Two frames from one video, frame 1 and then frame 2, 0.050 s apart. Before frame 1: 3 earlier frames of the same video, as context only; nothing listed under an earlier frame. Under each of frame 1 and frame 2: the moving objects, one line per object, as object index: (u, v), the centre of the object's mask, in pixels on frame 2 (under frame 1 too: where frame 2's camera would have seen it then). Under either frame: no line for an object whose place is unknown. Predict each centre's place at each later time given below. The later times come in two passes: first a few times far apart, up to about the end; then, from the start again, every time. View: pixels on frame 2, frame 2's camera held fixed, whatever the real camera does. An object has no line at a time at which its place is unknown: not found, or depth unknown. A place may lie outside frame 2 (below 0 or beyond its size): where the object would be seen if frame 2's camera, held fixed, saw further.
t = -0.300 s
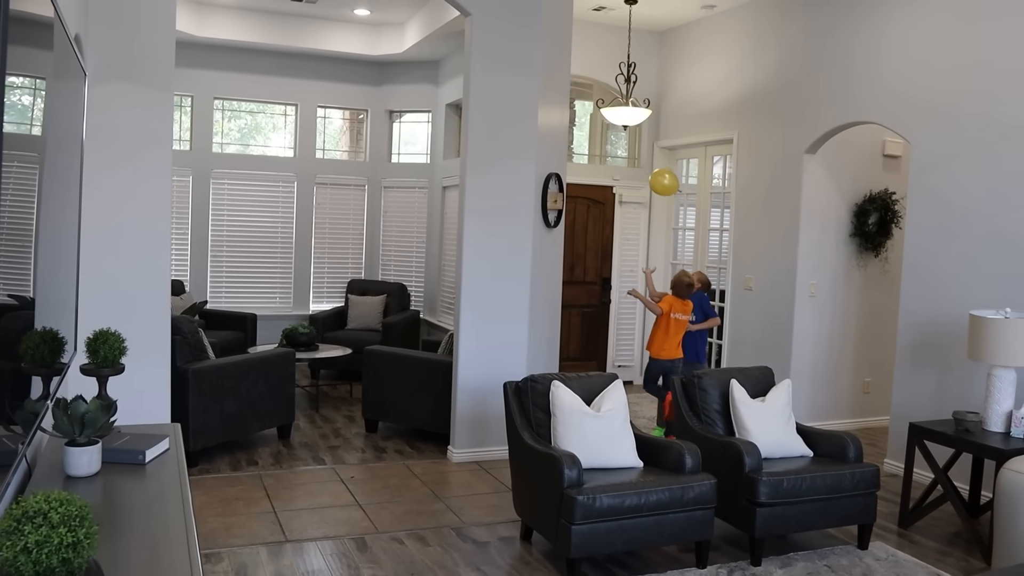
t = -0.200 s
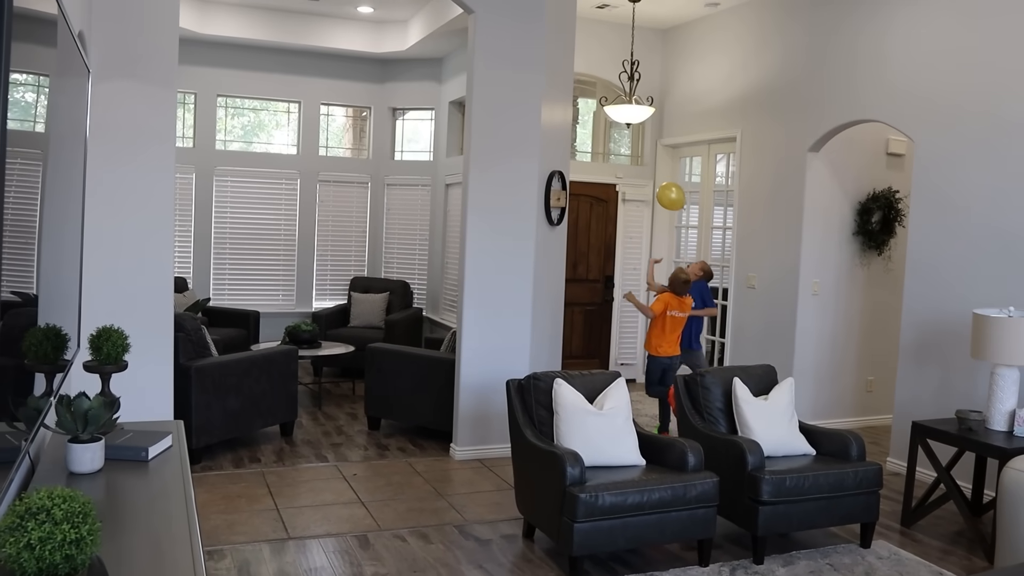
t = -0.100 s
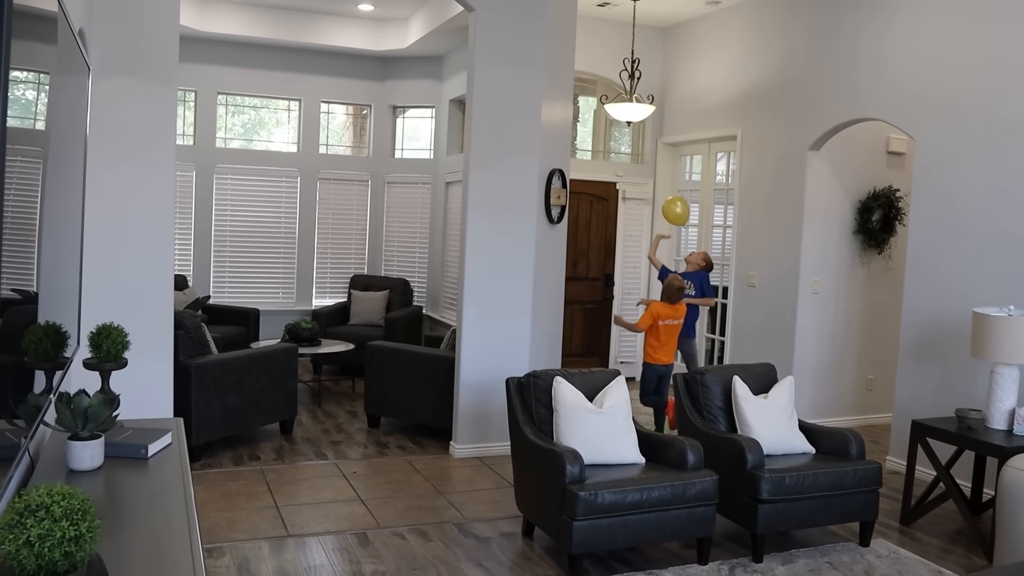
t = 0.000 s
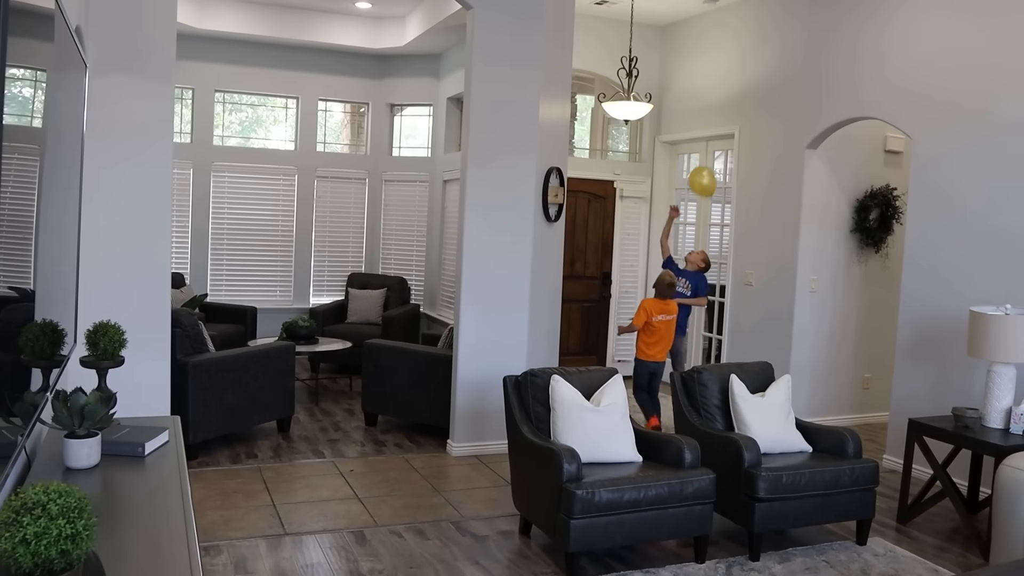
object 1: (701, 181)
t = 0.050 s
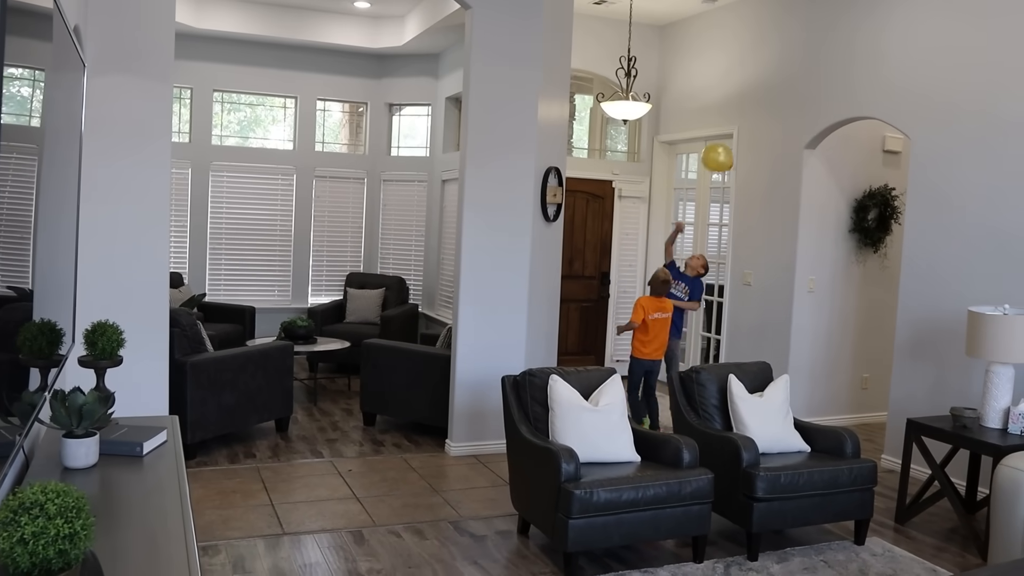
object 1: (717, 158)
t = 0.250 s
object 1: (735, 103)
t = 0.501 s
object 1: (742, 90)
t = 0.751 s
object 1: (776, 99)
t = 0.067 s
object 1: (721, 151)
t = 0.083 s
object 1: (724, 145)
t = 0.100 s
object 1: (727, 139)
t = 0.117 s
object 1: (729, 134)
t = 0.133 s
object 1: (731, 128)
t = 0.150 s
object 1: (732, 124)
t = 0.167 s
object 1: (733, 120)
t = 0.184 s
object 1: (734, 116)
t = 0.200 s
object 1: (734, 112)
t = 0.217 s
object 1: (735, 109)
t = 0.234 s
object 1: (735, 106)
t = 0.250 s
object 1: (735, 103)
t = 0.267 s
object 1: (736, 101)
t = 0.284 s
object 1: (736, 98)
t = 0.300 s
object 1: (736, 96)
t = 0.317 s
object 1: (736, 95)
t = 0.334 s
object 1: (737, 93)
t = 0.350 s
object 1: (737, 92)
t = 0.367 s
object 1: (737, 91)
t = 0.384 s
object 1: (737, 90)
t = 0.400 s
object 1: (737, 90)
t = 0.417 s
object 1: (738, 89)
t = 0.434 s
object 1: (738, 89)
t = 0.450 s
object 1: (739, 89)
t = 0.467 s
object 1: (740, 89)
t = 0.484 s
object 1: (741, 90)
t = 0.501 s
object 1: (742, 90)
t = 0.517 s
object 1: (744, 91)
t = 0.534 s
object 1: (745, 91)
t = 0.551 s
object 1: (747, 92)
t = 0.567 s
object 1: (749, 93)
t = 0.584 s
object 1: (751, 93)
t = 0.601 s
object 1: (753, 94)
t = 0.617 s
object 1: (755, 95)
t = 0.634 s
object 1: (757, 95)
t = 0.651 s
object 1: (760, 96)
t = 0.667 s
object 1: (762, 96)
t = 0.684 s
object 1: (765, 97)
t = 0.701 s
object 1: (768, 98)
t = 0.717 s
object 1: (771, 98)
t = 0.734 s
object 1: (773, 99)
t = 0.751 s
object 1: (776, 99)
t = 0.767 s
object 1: (779, 100)
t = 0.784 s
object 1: (782, 100)
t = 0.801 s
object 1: (785, 101)
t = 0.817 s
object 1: (788, 101)
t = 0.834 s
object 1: (791, 102)
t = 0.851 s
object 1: (794, 102)
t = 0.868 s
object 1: (797, 103)
